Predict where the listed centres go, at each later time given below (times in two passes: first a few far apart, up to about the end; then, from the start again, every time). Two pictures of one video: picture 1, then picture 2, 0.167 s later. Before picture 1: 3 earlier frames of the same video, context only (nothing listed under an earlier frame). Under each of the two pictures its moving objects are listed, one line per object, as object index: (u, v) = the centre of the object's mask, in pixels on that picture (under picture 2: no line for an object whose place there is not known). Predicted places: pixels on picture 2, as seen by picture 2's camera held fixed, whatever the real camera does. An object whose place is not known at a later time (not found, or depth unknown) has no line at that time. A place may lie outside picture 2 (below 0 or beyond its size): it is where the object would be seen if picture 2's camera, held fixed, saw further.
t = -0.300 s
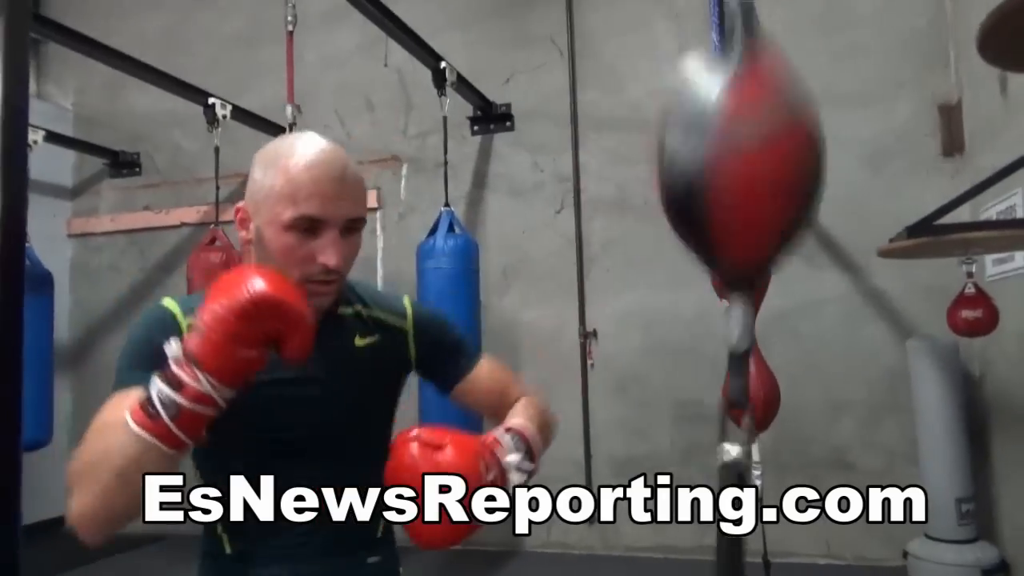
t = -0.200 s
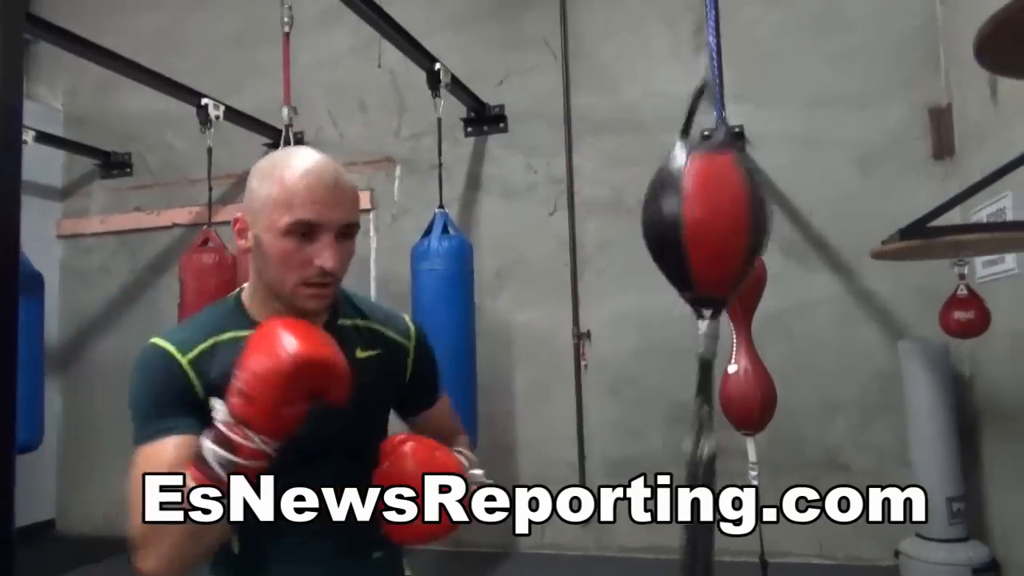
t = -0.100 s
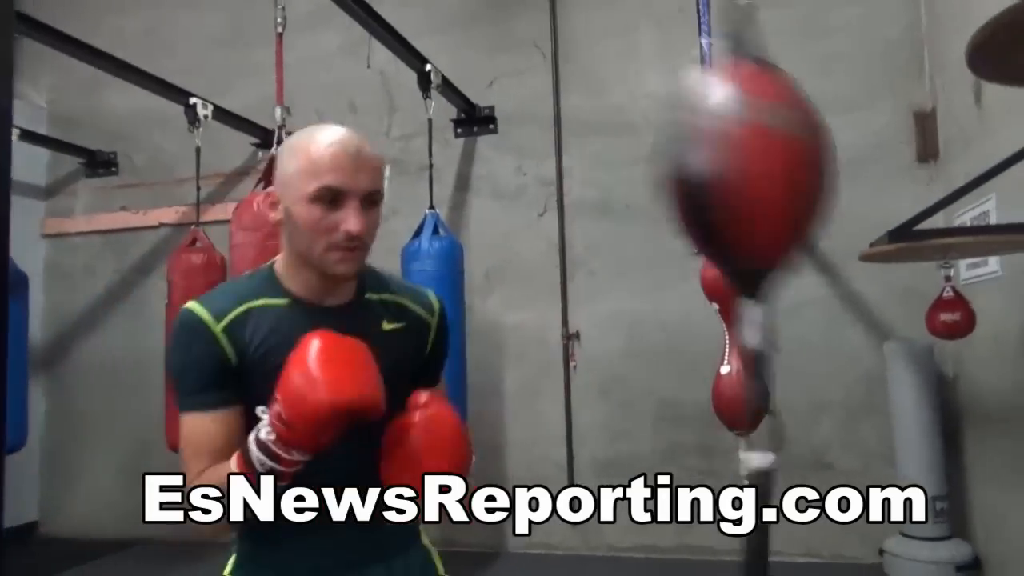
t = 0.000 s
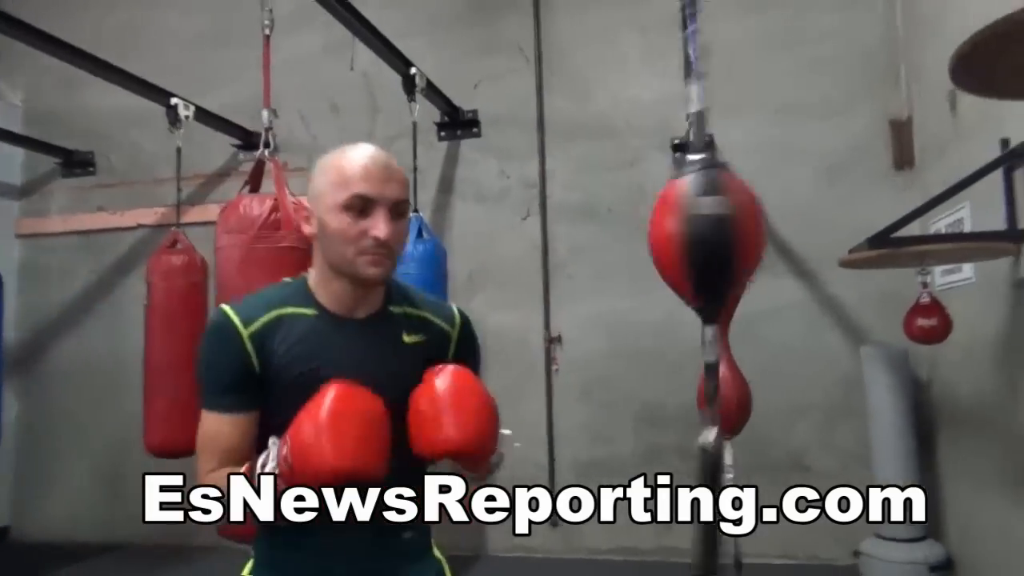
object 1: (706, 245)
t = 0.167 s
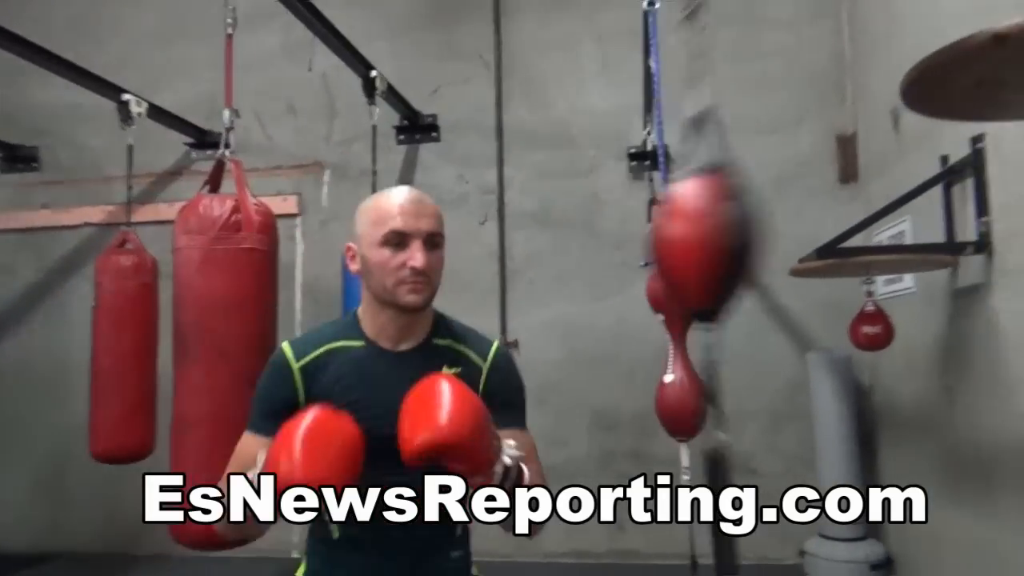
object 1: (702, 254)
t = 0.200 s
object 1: (684, 257)
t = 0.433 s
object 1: (698, 257)
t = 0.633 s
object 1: (706, 254)
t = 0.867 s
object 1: (706, 254)
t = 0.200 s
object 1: (684, 257)
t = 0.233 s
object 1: (690, 256)
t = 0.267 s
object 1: (664, 238)
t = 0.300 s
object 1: (654, 215)
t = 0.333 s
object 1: (714, 219)
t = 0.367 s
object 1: (734, 244)
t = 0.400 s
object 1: (704, 253)
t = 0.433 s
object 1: (698, 257)
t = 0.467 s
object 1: (686, 257)
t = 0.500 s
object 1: (648, 229)
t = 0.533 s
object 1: (662, 218)
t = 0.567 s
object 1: (725, 226)
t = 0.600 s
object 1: (726, 241)
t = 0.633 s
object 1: (706, 254)
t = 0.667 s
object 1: (698, 253)
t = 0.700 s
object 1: (661, 250)
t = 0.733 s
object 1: (628, 237)
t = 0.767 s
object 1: (659, 228)
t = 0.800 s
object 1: (714, 239)
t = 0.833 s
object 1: (715, 248)
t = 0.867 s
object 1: (706, 254)
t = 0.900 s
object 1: (688, 254)
